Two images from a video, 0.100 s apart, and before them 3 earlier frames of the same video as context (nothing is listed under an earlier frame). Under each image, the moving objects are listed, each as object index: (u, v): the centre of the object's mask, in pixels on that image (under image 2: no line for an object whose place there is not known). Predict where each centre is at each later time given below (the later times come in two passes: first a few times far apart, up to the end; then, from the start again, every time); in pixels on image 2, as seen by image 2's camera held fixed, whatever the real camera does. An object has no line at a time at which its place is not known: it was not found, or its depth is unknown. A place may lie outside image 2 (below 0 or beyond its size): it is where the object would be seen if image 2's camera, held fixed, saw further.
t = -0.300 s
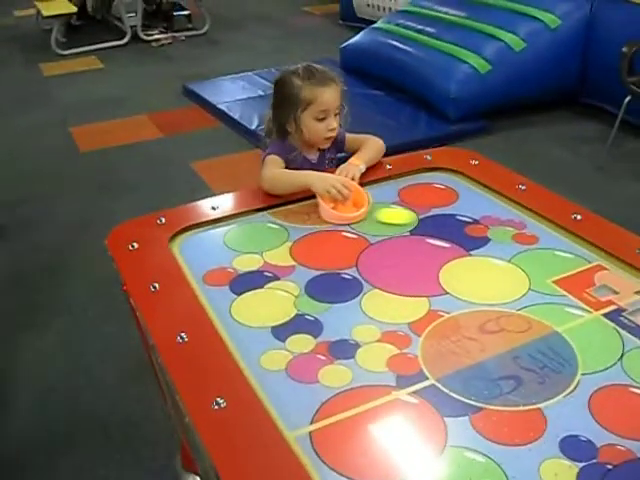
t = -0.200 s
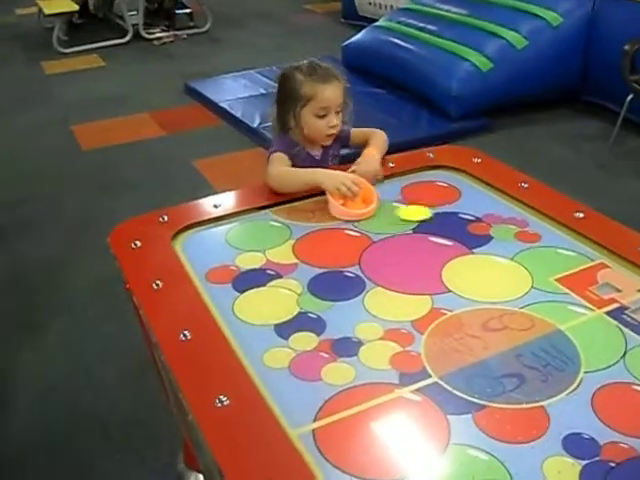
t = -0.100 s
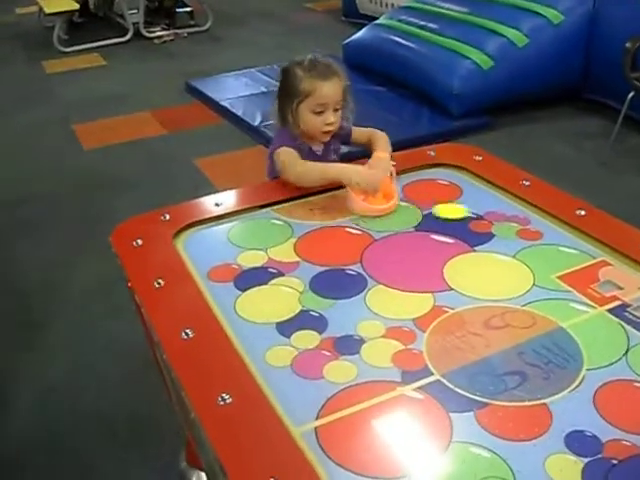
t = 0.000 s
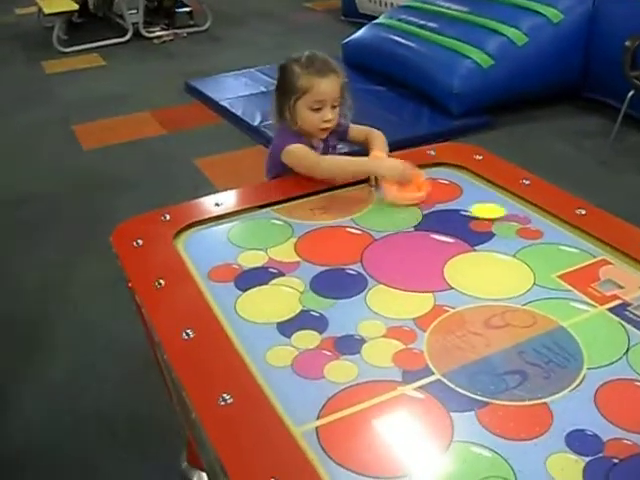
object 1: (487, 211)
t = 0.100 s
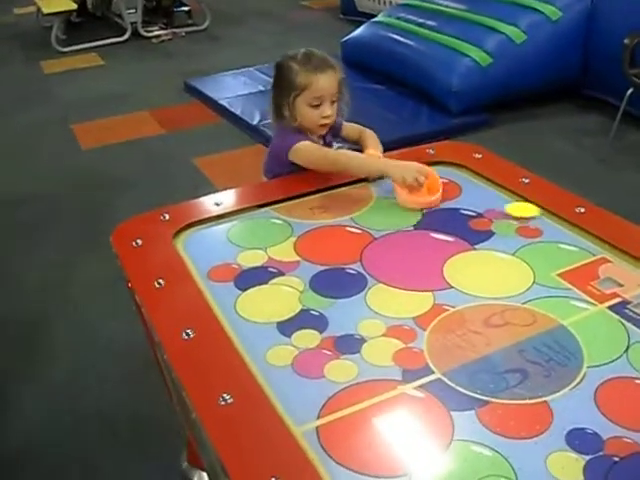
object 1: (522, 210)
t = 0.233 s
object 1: (525, 217)
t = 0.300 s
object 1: (508, 223)
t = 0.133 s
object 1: (531, 210)
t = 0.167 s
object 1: (536, 212)
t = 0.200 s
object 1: (532, 214)
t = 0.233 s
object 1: (525, 217)
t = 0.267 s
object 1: (517, 219)
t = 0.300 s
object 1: (508, 223)
